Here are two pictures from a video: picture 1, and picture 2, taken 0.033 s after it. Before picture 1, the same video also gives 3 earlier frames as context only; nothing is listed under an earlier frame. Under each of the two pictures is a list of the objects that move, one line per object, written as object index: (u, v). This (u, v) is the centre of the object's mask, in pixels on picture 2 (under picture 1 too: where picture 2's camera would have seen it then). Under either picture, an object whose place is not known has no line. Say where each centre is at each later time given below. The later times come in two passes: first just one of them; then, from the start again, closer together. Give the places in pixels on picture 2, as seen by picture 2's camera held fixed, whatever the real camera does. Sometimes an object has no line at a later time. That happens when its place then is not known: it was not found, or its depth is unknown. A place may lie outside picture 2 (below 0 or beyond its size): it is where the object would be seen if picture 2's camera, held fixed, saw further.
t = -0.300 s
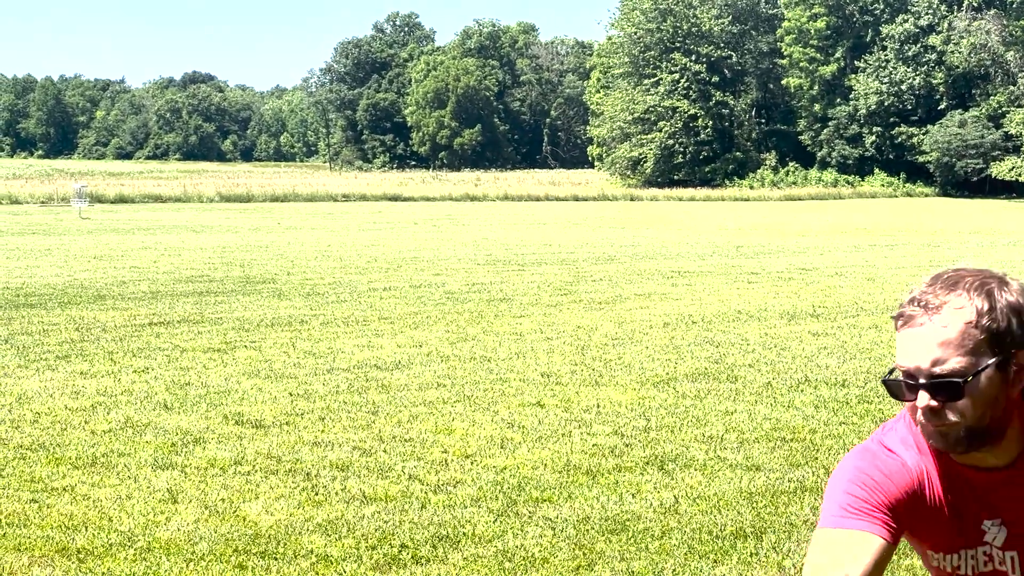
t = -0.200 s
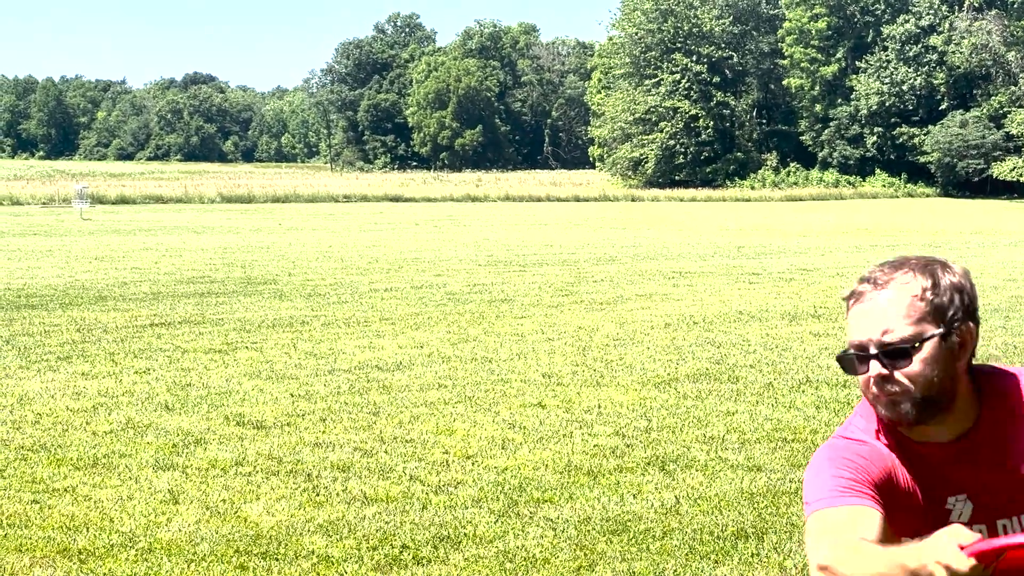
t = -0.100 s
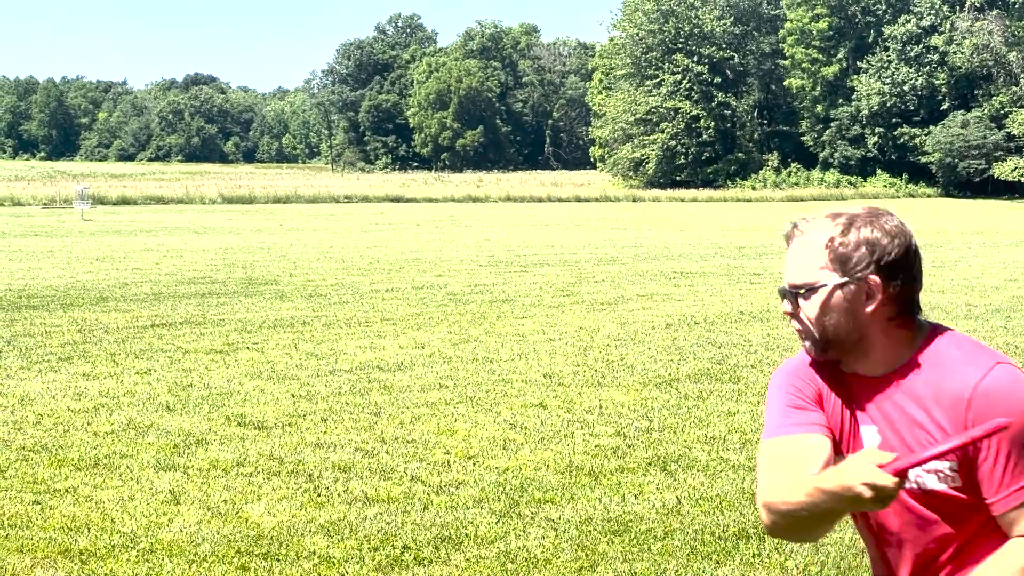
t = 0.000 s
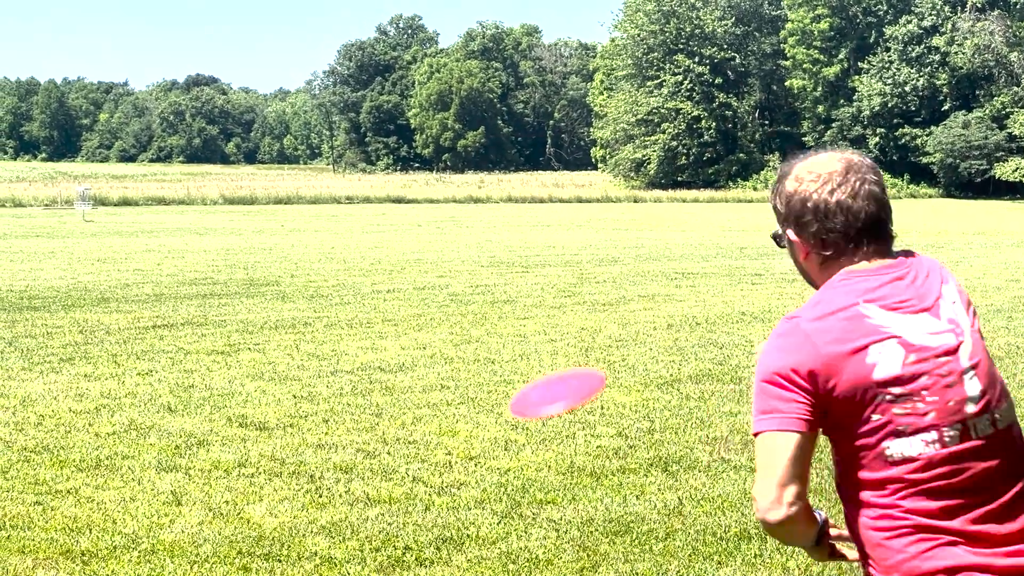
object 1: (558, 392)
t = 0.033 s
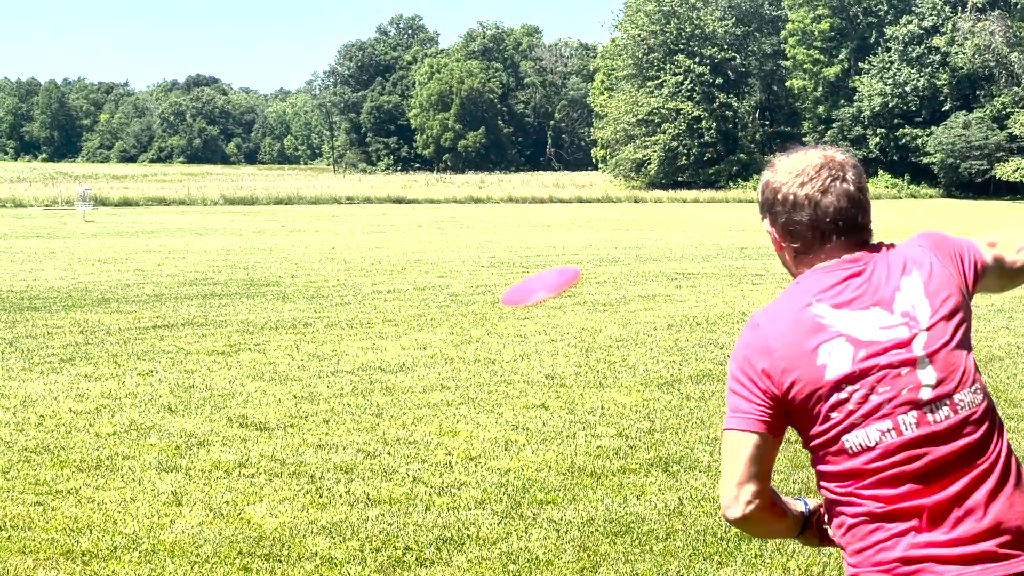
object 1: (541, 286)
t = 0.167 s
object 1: (496, 65)
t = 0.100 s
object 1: (514, 149)
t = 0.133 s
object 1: (505, 102)
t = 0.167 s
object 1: (496, 65)
